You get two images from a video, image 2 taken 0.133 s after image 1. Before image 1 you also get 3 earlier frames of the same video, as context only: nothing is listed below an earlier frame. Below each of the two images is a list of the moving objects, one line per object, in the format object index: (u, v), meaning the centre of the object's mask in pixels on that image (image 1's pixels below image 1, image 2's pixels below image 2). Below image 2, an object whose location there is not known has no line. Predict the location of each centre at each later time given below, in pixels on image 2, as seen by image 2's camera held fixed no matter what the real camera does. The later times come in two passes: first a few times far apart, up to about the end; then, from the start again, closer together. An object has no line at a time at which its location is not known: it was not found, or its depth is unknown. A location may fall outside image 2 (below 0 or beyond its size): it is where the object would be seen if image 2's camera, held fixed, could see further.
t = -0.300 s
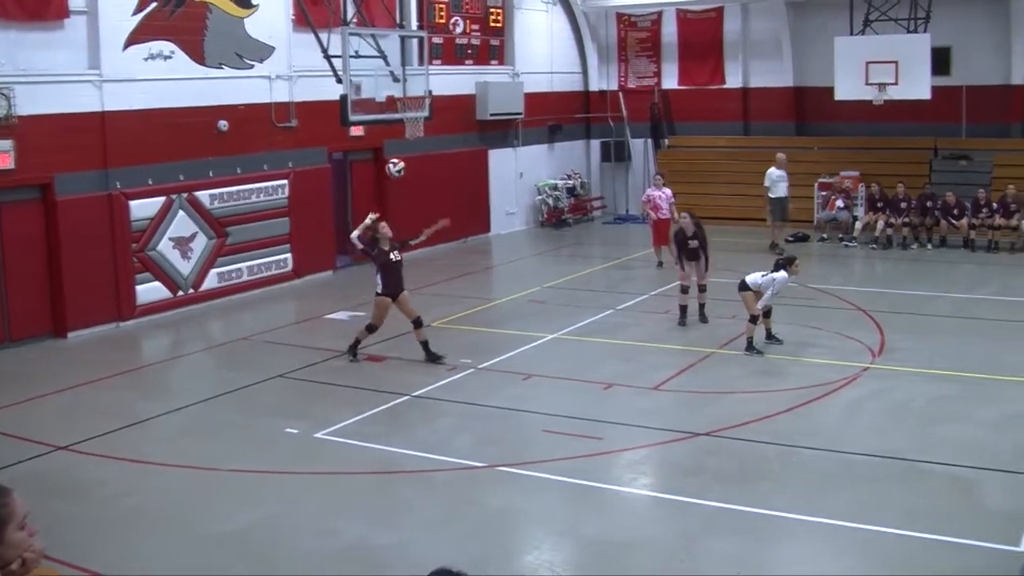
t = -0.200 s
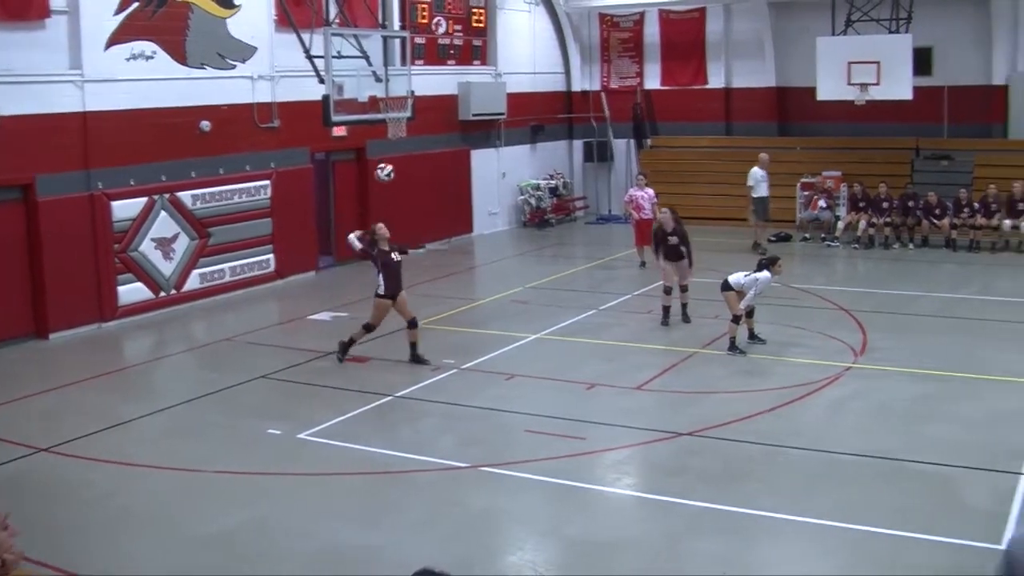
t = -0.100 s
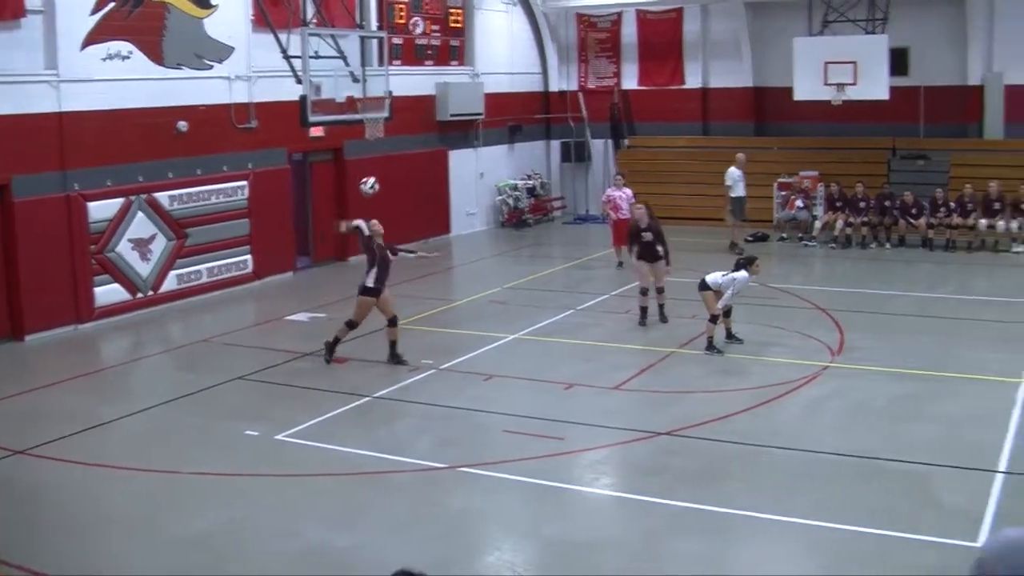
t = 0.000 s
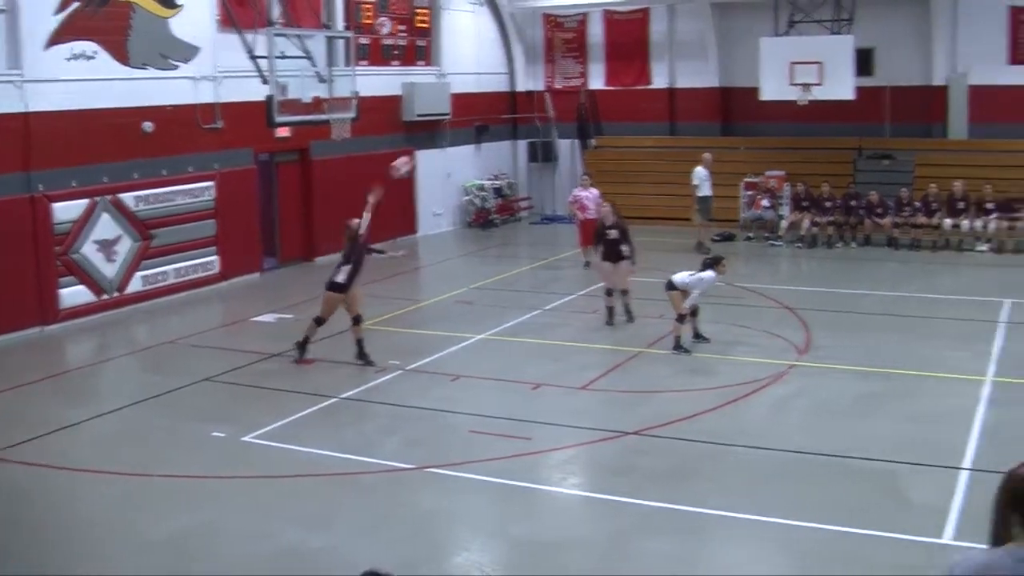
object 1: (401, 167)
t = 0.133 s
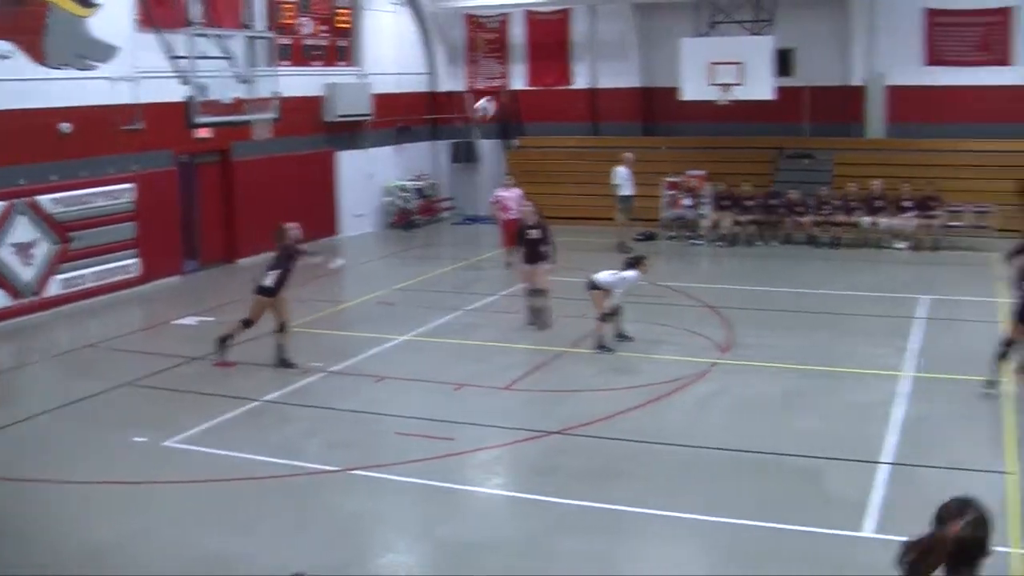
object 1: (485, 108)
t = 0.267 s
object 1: (654, 61)
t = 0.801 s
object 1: (1355, 46)
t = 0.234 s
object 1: (611, 72)
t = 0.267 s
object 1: (654, 61)
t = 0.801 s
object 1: (1355, 46)
